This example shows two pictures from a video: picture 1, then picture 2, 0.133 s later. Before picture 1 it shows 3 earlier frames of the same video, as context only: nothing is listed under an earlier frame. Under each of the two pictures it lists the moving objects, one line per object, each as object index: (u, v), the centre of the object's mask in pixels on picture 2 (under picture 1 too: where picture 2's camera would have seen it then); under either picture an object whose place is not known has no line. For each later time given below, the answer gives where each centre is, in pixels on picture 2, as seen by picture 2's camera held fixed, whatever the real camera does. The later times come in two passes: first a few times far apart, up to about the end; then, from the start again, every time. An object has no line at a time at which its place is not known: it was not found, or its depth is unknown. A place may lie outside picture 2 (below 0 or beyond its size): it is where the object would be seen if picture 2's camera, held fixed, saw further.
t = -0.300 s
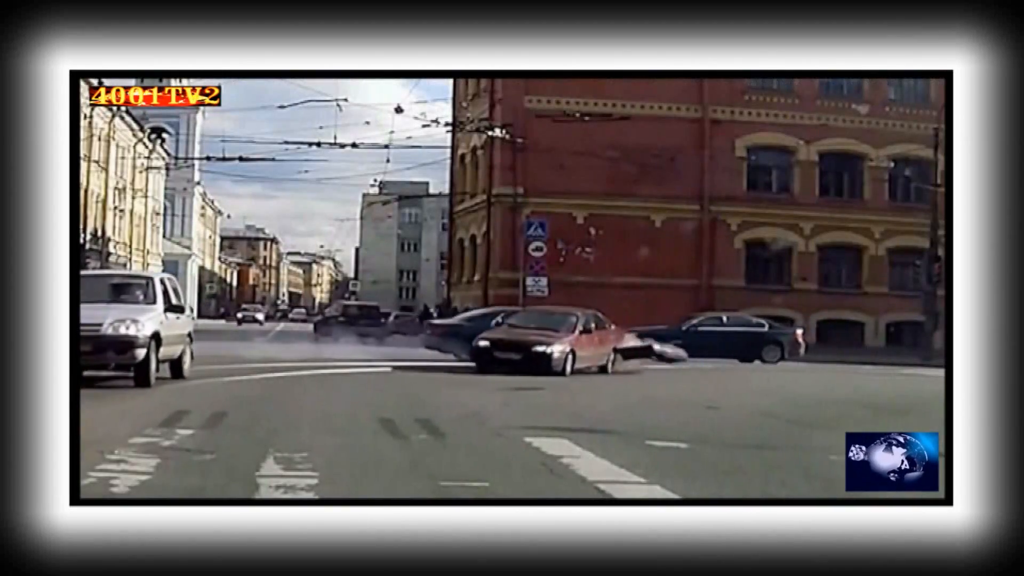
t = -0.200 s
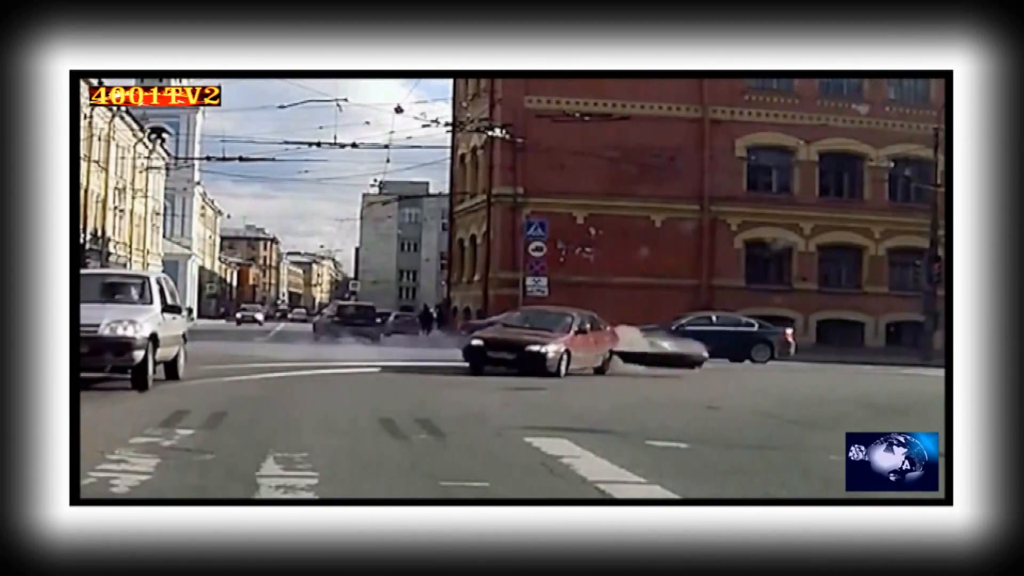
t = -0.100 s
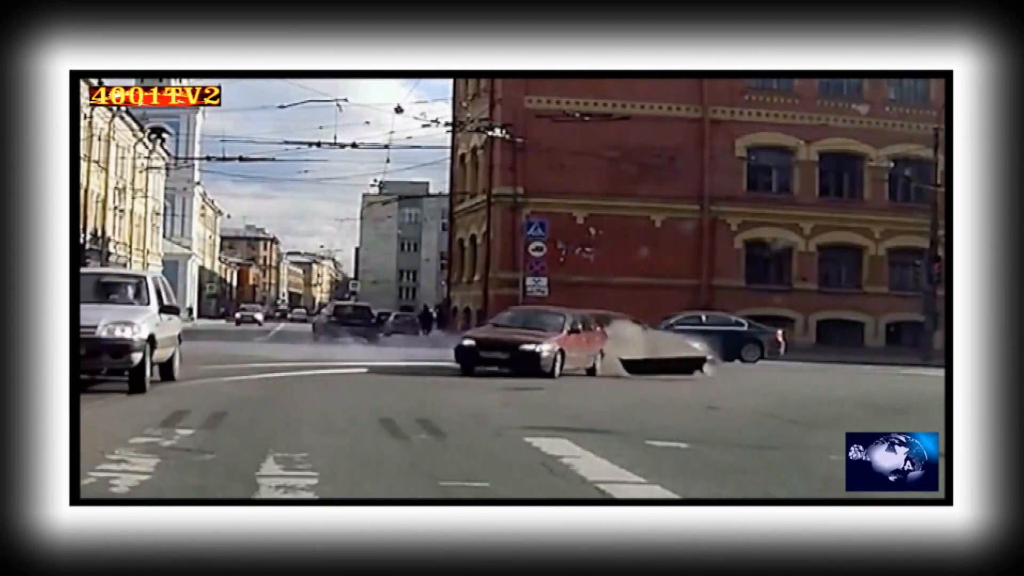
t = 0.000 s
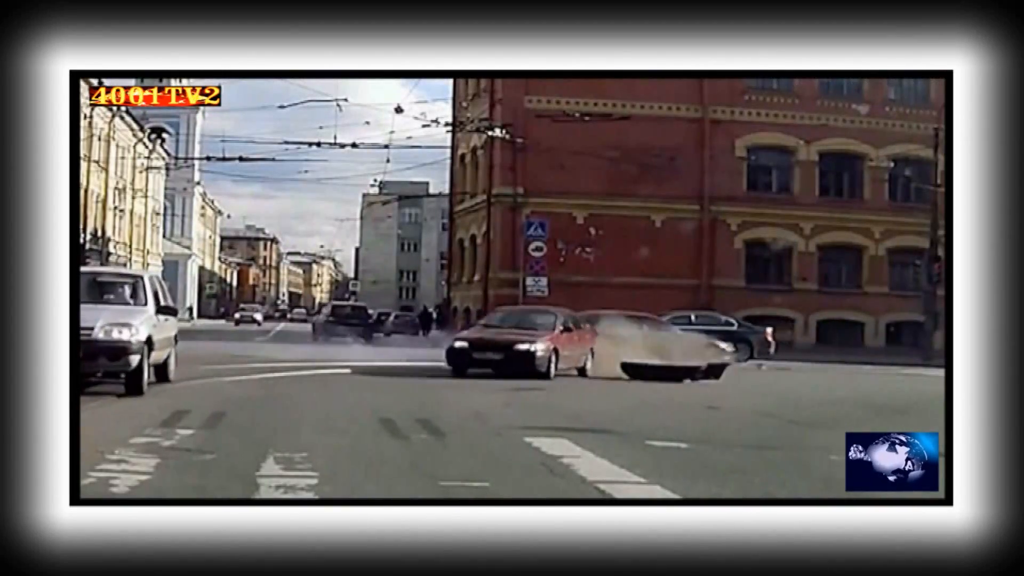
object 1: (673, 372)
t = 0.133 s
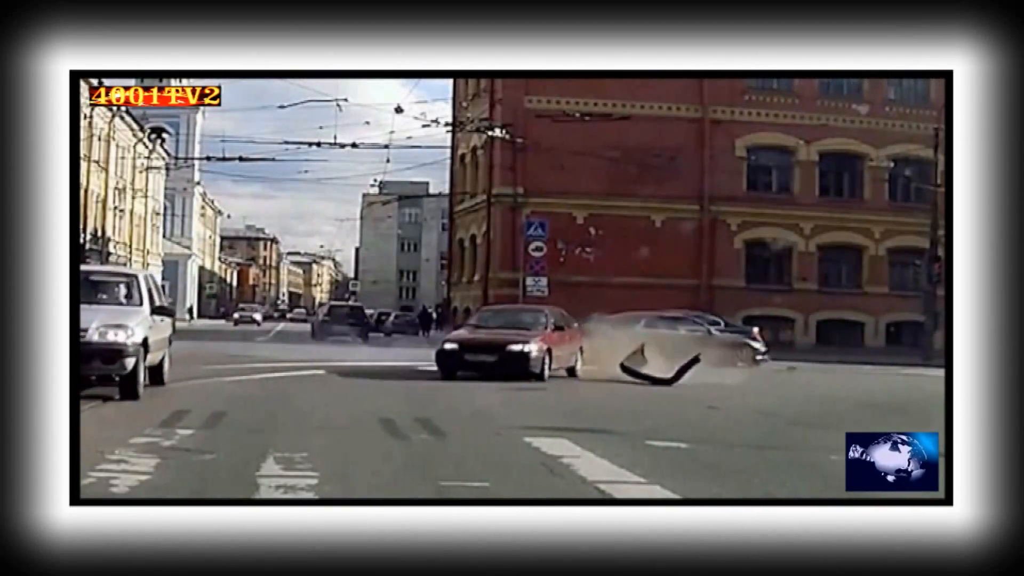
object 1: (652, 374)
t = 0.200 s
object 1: (647, 367)
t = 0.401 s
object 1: (616, 364)
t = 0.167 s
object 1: (648, 364)
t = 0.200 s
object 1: (647, 367)
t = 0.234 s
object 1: (645, 366)
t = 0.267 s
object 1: (641, 364)
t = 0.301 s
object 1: (635, 363)
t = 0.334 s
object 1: (629, 362)
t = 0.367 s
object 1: (623, 363)
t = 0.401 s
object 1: (616, 364)
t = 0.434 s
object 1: (610, 367)
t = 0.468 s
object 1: (606, 369)
